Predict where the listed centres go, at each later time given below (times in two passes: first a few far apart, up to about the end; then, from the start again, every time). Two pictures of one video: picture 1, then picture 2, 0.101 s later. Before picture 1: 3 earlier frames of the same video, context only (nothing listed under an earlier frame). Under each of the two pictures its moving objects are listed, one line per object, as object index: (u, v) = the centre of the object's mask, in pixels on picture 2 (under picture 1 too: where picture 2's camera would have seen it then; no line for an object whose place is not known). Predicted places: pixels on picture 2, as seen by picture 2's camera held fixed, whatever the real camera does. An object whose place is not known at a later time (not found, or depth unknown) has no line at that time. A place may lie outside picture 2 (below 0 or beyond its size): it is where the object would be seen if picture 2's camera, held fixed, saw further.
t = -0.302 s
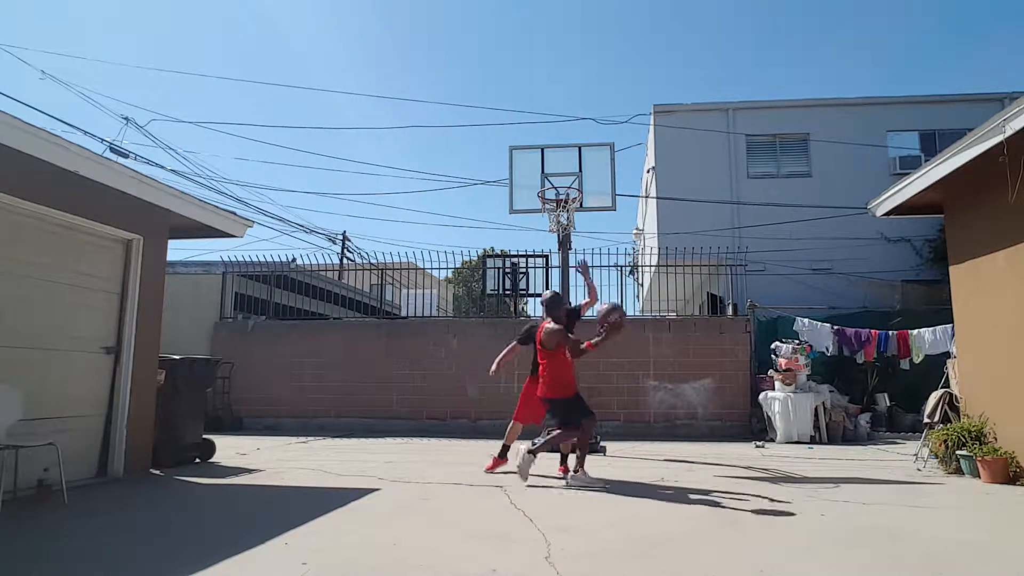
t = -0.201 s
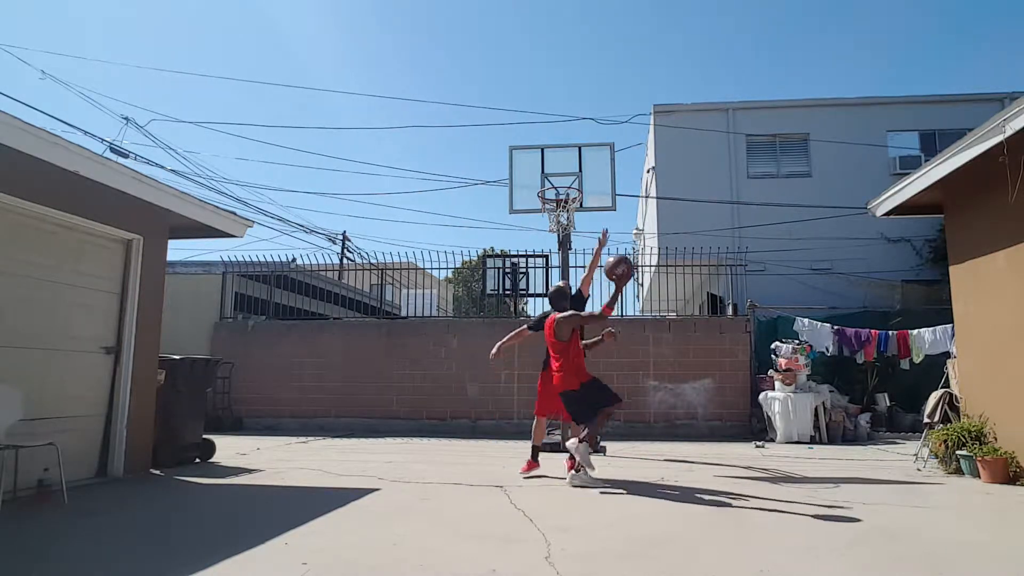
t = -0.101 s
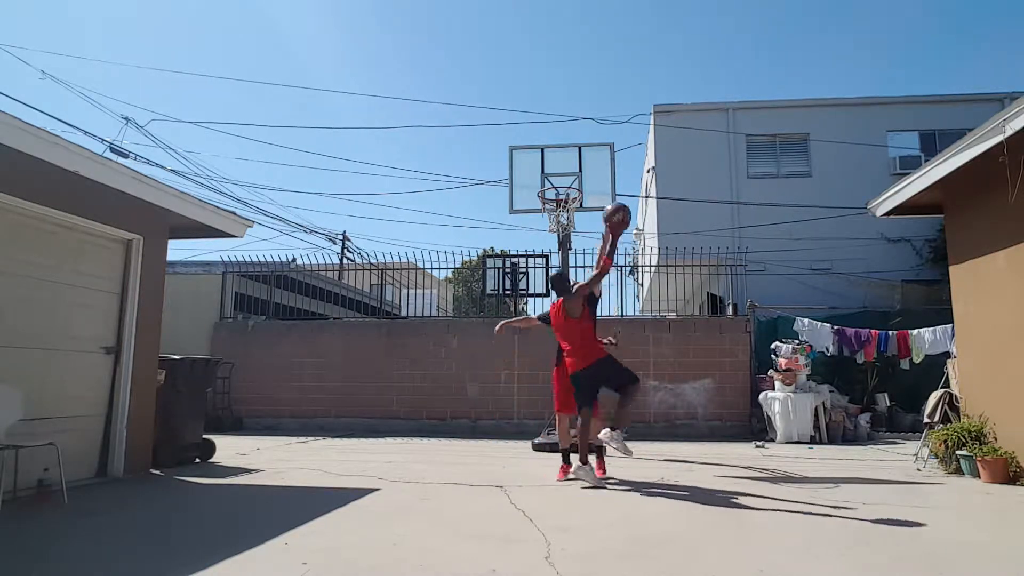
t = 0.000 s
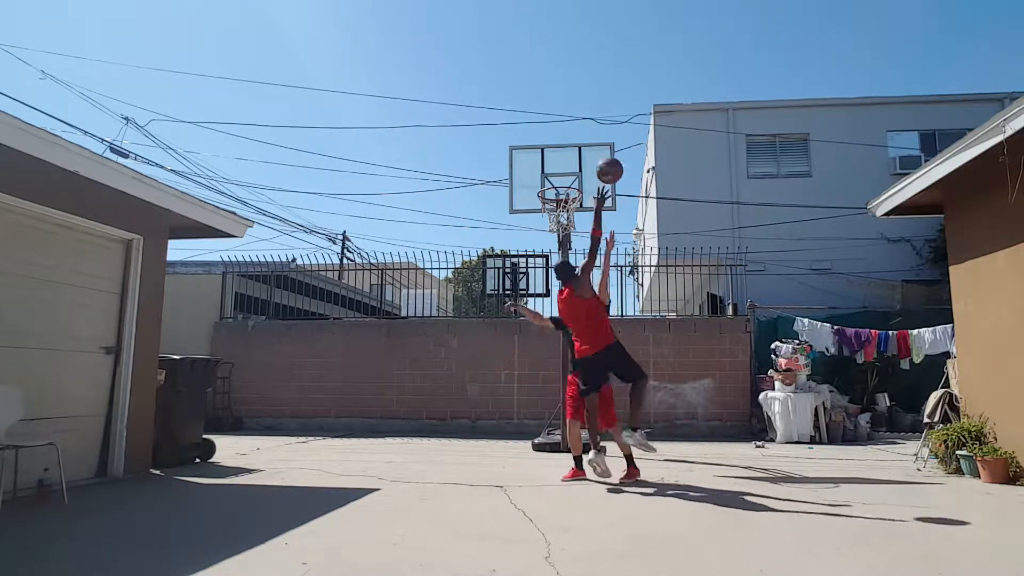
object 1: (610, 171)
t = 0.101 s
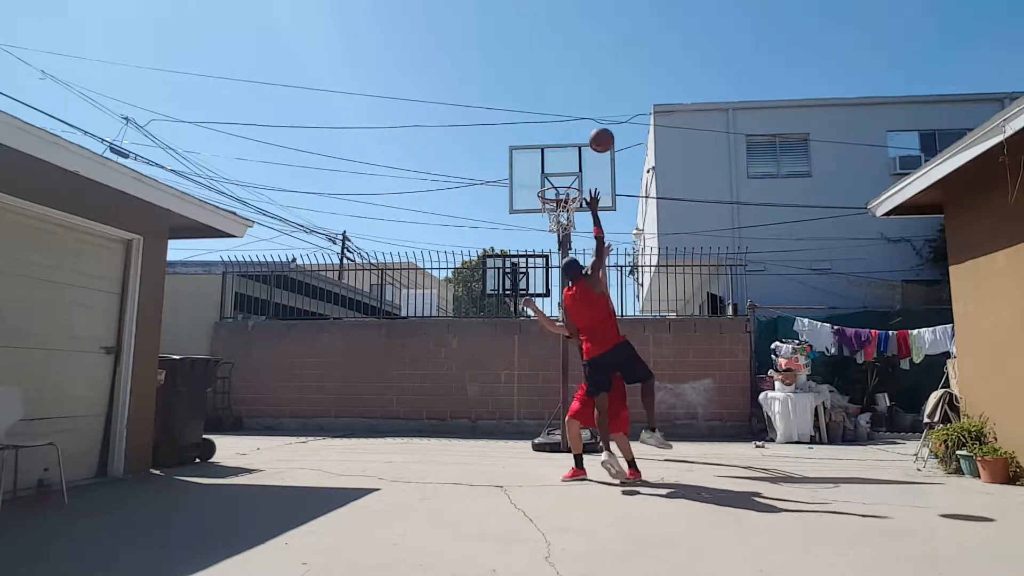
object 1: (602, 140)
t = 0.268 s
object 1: (588, 114)
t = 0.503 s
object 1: (575, 132)
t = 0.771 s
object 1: (562, 189)
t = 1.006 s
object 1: (557, 206)
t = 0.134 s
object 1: (599, 133)
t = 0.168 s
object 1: (597, 127)
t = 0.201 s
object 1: (592, 118)
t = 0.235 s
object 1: (590, 116)
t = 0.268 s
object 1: (588, 114)
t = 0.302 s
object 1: (586, 114)
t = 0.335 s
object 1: (584, 115)
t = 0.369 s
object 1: (582, 116)
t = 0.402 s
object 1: (581, 119)
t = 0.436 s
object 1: (579, 122)
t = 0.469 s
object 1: (577, 126)
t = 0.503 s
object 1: (575, 132)
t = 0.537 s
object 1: (574, 137)
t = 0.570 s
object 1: (572, 144)
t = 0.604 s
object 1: (571, 151)
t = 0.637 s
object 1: (569, 160)
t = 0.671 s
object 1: (568, 169)
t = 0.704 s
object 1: (567, 178)
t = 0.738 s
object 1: (564, 183)
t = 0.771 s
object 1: (562, 189)
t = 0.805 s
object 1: (560, 190)
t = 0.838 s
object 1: (558, 191)
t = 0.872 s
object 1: (557, 193)
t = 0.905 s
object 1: (555, 196)
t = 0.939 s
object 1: (556, 199)
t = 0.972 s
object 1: (554, 205)
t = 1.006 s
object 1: (557, 206)
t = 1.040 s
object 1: (561, 202)
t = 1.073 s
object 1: (561, 231)
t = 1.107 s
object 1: (560, 232)
